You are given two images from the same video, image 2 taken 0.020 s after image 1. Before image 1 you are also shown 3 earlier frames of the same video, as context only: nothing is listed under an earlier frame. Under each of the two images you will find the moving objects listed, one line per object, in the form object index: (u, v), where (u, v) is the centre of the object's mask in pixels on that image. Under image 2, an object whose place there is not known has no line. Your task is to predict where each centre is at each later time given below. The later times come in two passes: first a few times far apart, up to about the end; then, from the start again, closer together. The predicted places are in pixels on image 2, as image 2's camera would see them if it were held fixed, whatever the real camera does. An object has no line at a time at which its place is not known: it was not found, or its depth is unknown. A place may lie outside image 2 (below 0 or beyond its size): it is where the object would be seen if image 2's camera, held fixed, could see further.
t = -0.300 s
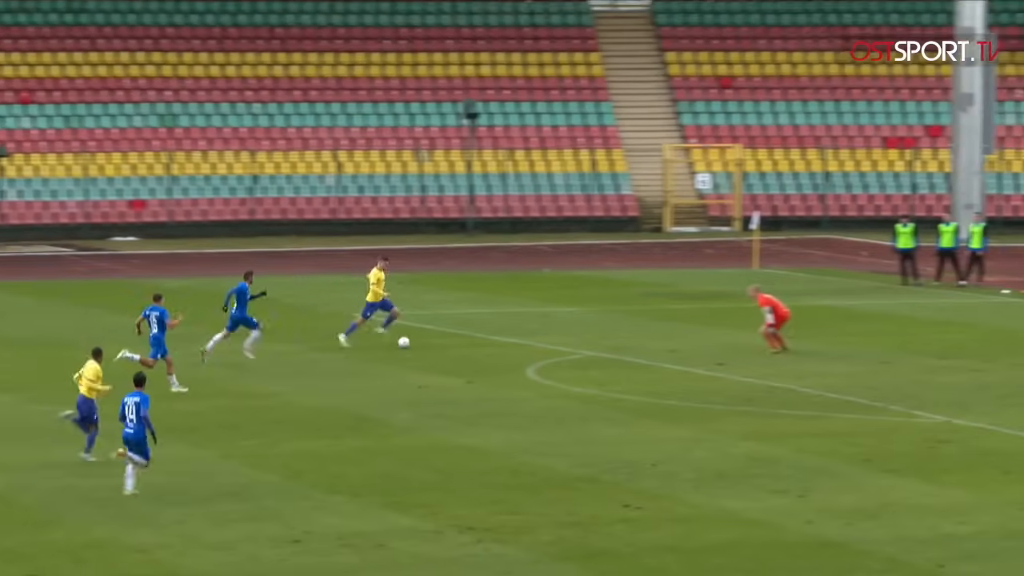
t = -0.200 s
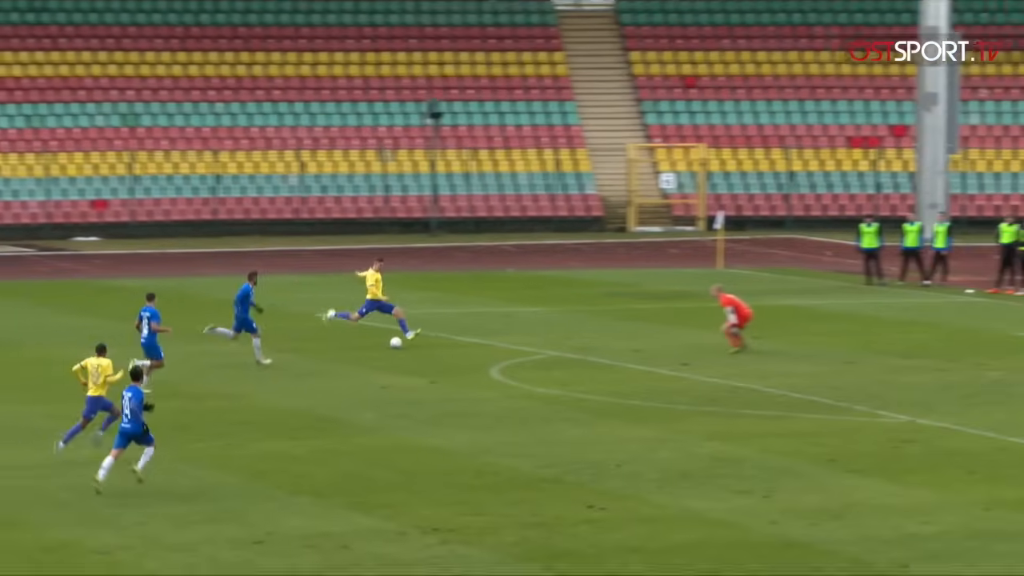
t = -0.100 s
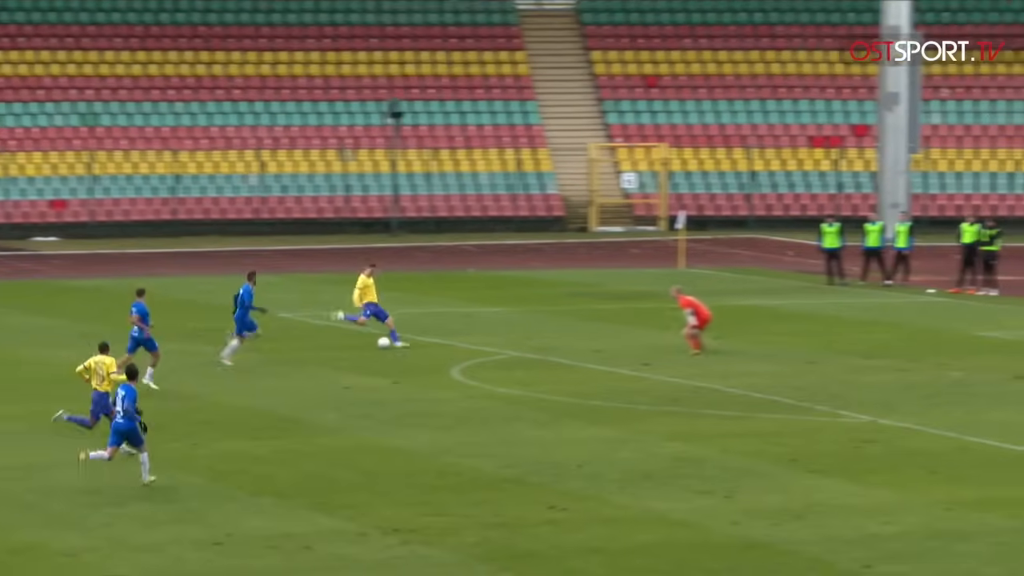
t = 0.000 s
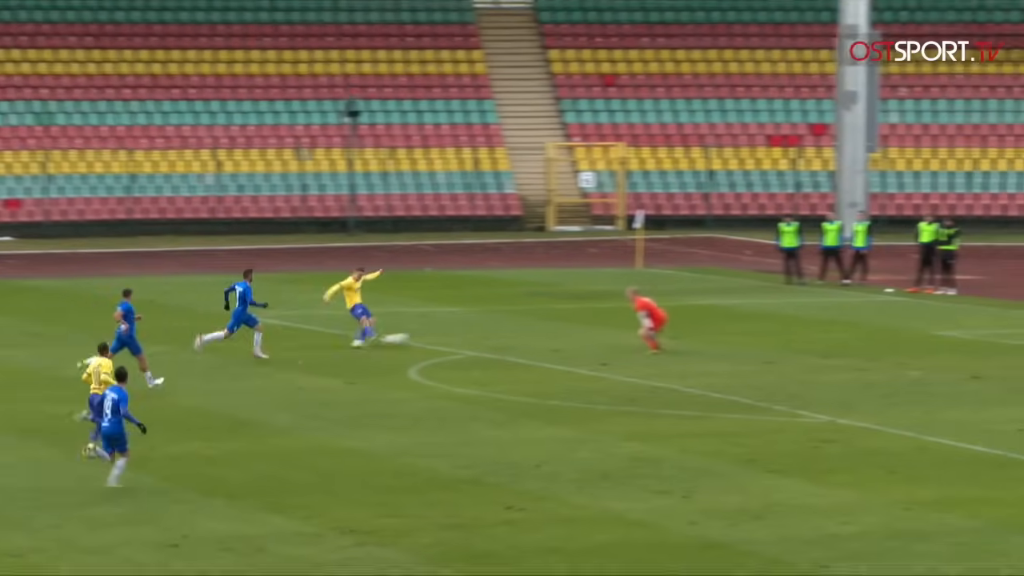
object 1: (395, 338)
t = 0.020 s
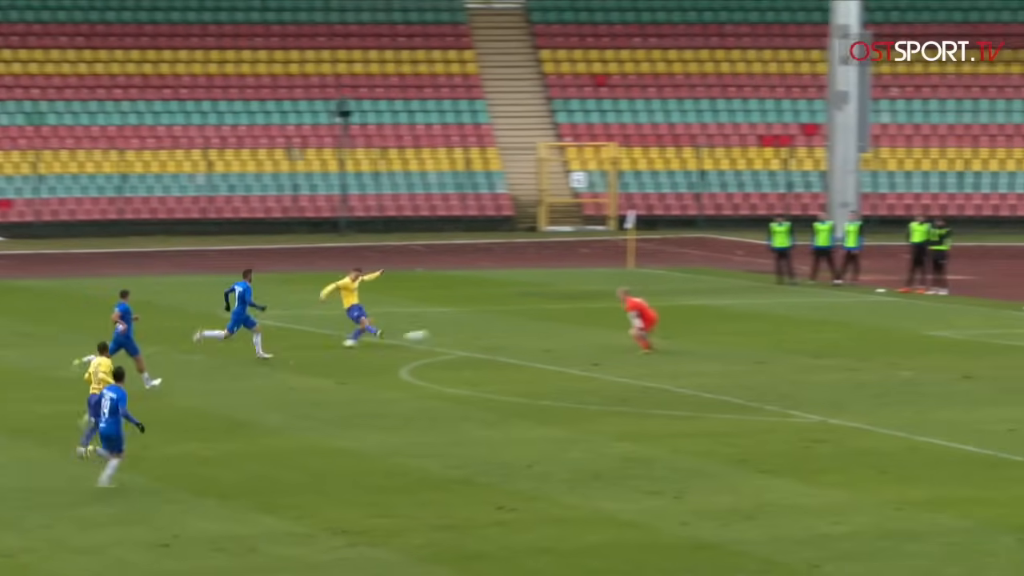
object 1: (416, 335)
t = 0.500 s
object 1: (1032, 333)
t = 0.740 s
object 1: (1291, 342)
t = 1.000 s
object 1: (1243, 321)
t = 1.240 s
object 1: (1168, 327)
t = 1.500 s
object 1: (1098, 363)
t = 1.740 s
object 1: (1052, 365)
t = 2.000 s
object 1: (1010, 382)
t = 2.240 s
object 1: (985, 394)
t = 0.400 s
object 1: (920, 340)
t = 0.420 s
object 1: (943, 340)
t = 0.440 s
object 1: (965, 337)
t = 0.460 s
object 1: (988, 336)
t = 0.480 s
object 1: (1009, 335)
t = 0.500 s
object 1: (1032, 333)
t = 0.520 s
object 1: (1054, 332)
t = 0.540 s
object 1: (1075, 331)
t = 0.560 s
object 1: (1097, 332)
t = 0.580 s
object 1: (1119, 332)
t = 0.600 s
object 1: (1141, 333)
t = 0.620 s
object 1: (1163, 334)
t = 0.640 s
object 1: (1184, 335)
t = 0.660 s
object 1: (1206, 337)
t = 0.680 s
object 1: (1228, 339)
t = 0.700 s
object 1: (1249, 341)
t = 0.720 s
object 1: (1270, 343)
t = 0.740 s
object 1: (1291, 342)
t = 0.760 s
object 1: (1310, 341)
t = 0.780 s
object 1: (1319, 338)
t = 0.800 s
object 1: (1313, 335)
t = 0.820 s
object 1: (1306, 332)
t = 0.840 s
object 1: (1299, 330)
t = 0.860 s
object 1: (1293, 329)
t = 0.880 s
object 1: (1286, 327)
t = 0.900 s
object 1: (1278, 326)
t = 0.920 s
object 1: (1271, 324)
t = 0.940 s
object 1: (1264, 324)
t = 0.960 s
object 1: (1257, 322)
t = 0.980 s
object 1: (1250, 321)
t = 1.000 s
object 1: (1243, 321)
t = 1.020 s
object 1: (1236, 320)
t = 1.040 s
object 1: (1230, 320)
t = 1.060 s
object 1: (1224, 320)
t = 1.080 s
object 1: (1216, 320)
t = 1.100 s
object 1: (1211, 320)
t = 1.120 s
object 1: (1204, 320)
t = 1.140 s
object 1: (1198, 322)
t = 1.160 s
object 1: (1191, 323)
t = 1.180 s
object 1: (1186, 323)
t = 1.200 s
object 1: (1180, 324)
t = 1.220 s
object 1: (1173, 325)
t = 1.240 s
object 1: (1168, 327)
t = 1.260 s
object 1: (1162, 328)
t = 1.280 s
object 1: (1157, 330)
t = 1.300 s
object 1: (1151, 333)
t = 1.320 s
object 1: (1145, 334)
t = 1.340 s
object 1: (1140, 337)
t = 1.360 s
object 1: (1134, 339)
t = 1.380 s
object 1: (1129, 343)
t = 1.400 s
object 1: (1123, 346)
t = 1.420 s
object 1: (1118, 349)
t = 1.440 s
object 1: (1113, 352)
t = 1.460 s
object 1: (1108, 356)
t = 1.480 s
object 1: (1103, 359)
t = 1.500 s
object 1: (1098, 363)
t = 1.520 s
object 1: (1093, 368)
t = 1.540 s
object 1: (1088, 372)
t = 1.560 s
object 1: (1083, 375)
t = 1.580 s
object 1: (1079, 373)
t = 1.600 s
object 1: (1076, 371)
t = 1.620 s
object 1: (1073, 370)
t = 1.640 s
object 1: (1069, 368)
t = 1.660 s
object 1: (1066, 367)
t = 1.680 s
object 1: (1062, 366)
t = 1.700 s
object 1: (1059, 366)
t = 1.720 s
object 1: (1055, 365)
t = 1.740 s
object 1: (1052, 365)
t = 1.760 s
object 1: (1048, 365)
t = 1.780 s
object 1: (1045, 365)
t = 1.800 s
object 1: (1041, 365)
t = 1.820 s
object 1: (1038, 366)
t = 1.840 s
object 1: (1035, 367)
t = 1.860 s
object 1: (1032, 368)
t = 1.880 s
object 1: (1029, 370)
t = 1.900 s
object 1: (1026, 371)
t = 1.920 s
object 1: (1023, 373)
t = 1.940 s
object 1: (1019, 375)
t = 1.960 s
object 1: (1016, 377)
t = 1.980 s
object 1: (1013, 379)
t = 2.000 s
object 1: (1010, 382)
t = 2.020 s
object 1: (1007, 385)
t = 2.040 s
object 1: (1005, 389)
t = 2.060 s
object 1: (1002, 392)
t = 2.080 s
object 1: (999, 396)
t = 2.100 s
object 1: (997, 398)
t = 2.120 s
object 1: (995, 397)
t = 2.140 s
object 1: (993, 396)
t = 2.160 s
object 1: (992, 395)
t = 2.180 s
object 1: (990, 394)
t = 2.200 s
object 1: (988, 394)
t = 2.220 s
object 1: (986, 394)
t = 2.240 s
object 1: (985, 394)
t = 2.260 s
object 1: (983, 394)
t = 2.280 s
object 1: (981, 394)
